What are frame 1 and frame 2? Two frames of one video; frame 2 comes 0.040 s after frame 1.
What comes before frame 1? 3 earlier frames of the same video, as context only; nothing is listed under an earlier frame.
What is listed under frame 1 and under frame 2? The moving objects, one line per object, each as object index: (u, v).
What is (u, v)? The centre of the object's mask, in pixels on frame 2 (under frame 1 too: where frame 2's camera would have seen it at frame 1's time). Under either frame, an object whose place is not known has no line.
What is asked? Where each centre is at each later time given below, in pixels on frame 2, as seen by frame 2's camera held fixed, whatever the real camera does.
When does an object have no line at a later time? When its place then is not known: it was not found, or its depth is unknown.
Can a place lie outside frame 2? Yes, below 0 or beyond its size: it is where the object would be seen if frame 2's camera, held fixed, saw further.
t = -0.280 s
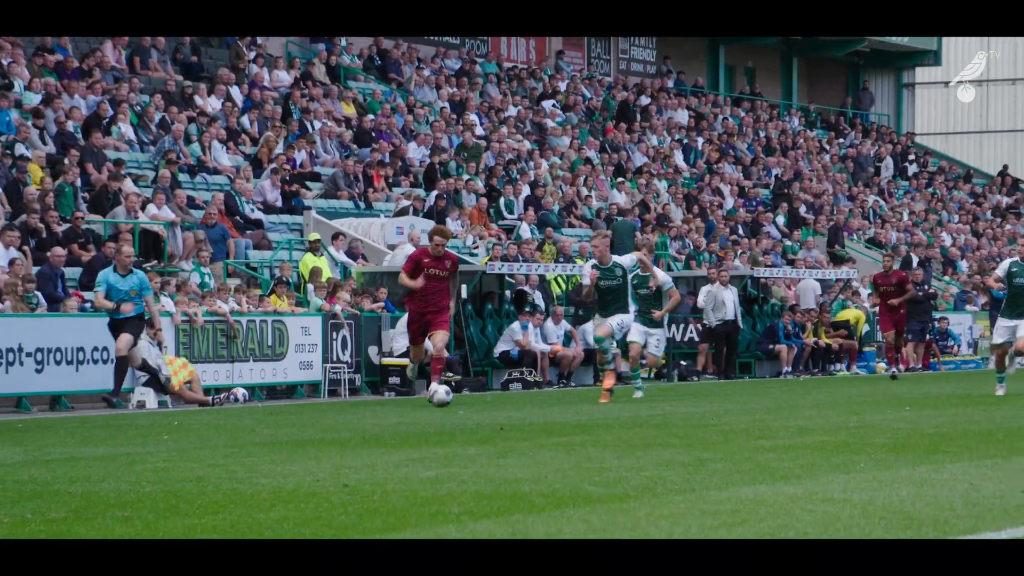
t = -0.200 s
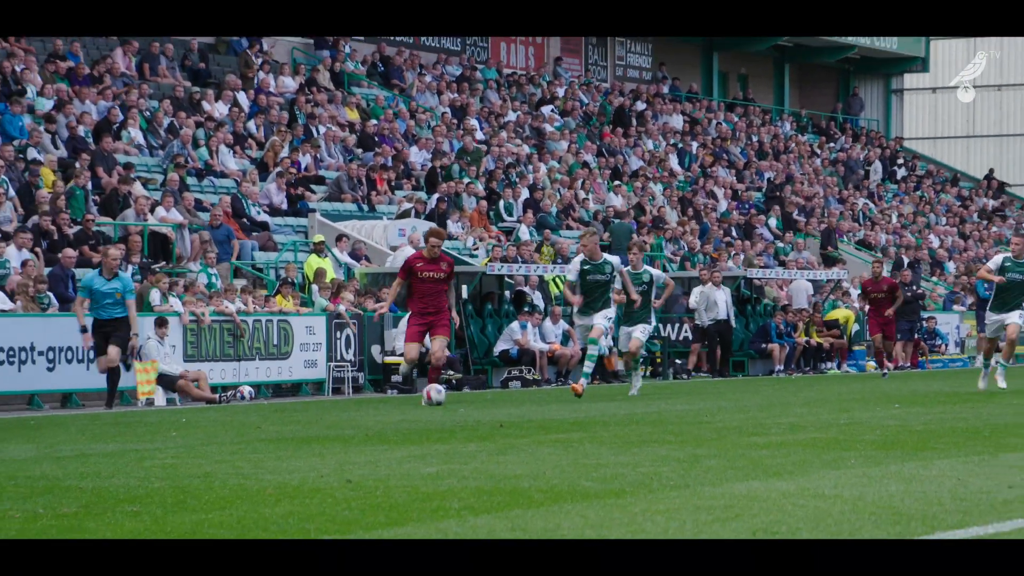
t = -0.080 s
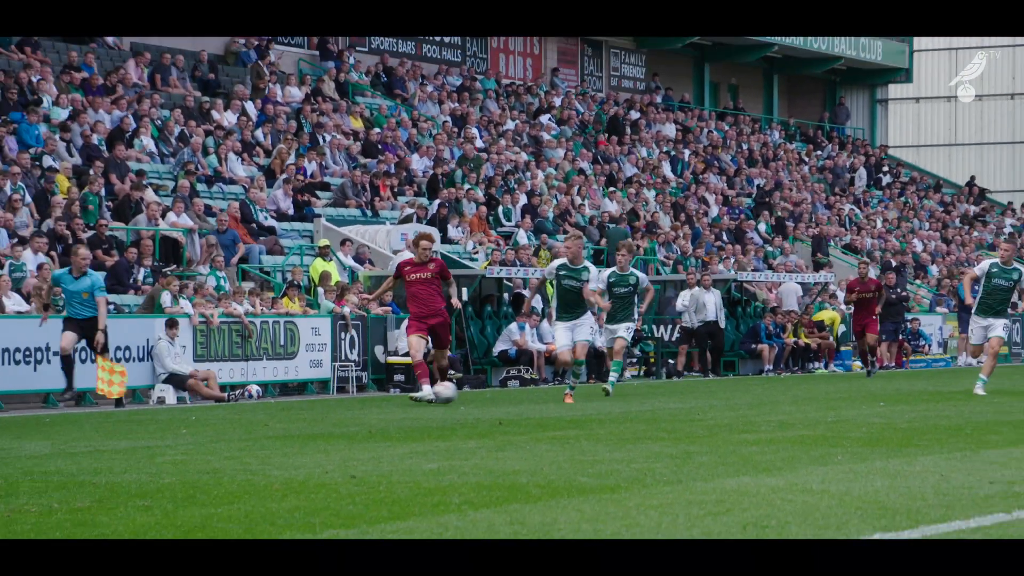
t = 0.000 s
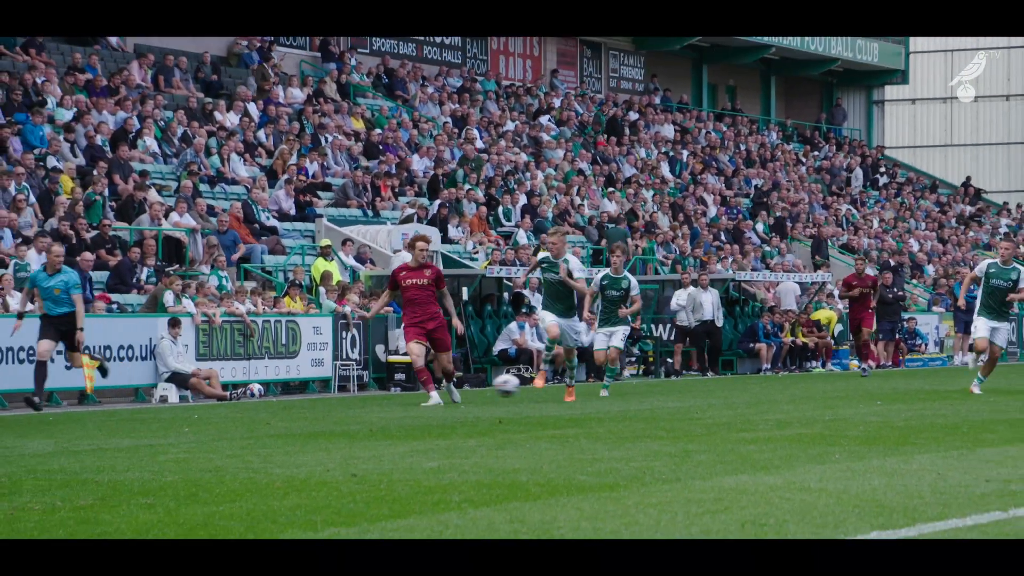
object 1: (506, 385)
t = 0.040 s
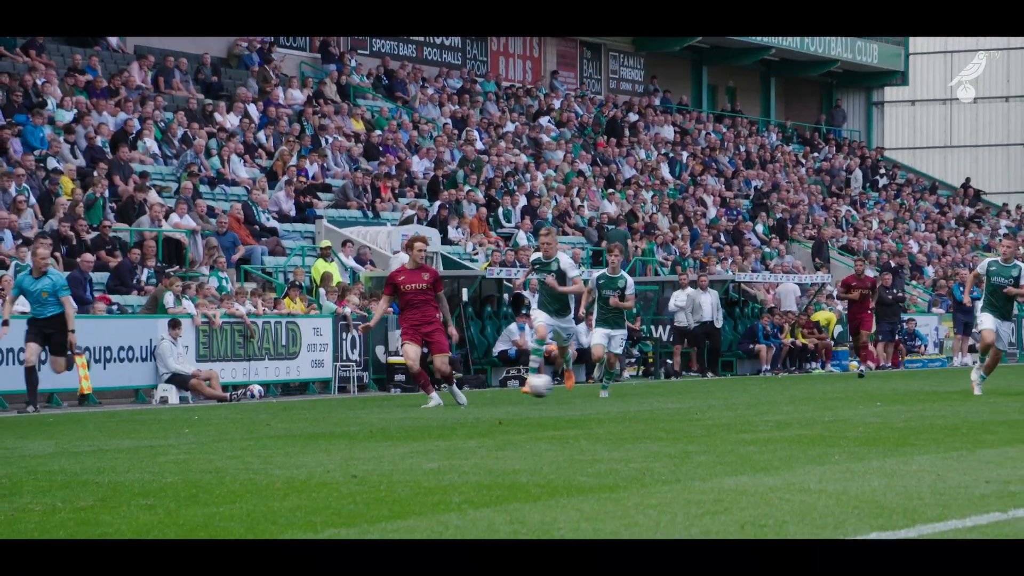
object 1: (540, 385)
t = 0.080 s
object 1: (575, 385)
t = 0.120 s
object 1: (612, 387)
